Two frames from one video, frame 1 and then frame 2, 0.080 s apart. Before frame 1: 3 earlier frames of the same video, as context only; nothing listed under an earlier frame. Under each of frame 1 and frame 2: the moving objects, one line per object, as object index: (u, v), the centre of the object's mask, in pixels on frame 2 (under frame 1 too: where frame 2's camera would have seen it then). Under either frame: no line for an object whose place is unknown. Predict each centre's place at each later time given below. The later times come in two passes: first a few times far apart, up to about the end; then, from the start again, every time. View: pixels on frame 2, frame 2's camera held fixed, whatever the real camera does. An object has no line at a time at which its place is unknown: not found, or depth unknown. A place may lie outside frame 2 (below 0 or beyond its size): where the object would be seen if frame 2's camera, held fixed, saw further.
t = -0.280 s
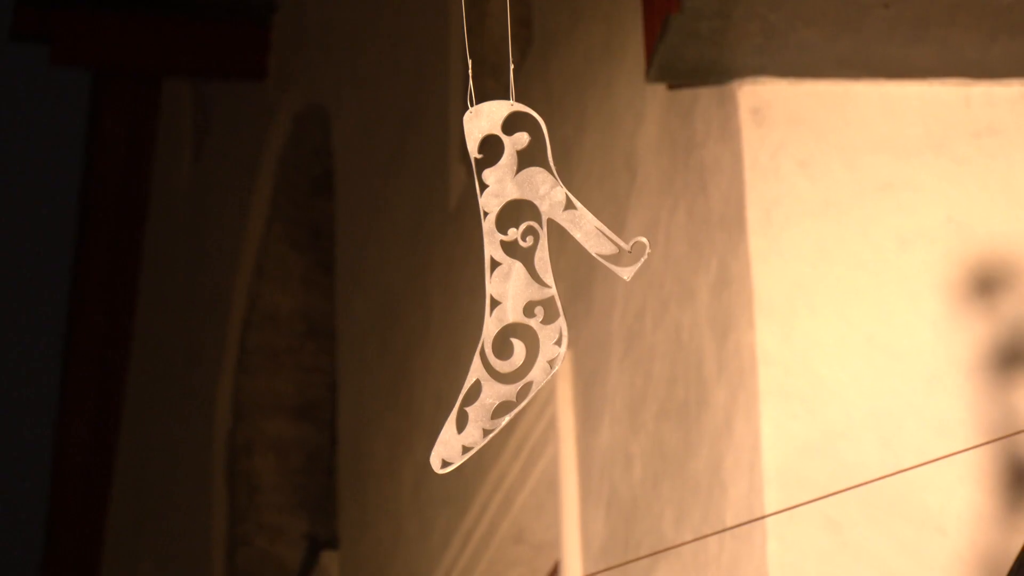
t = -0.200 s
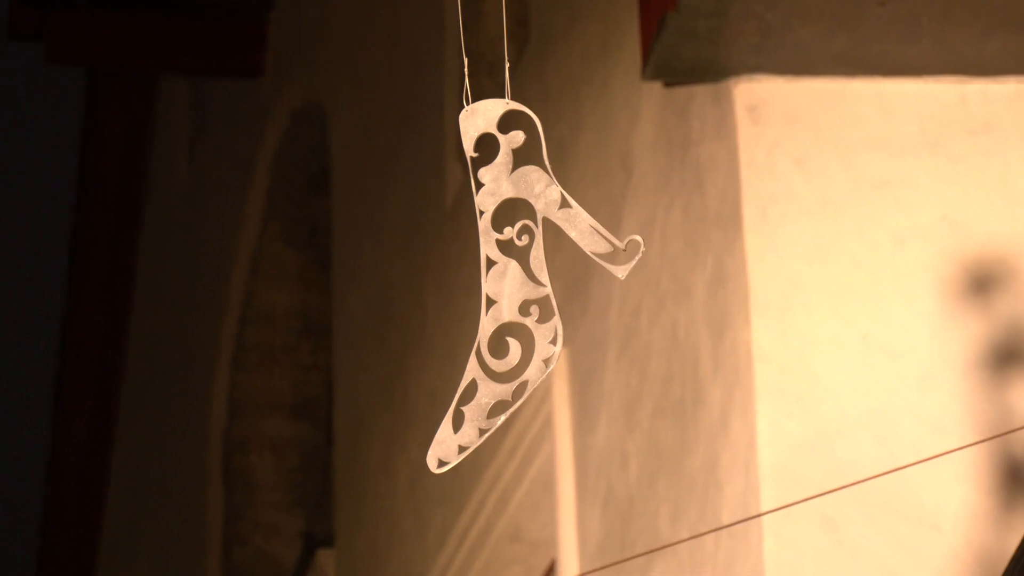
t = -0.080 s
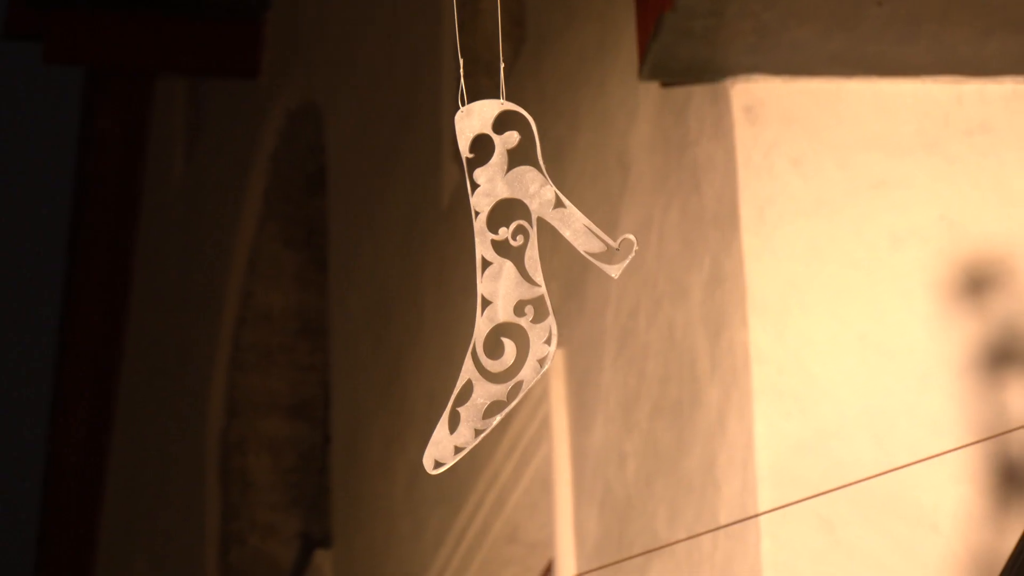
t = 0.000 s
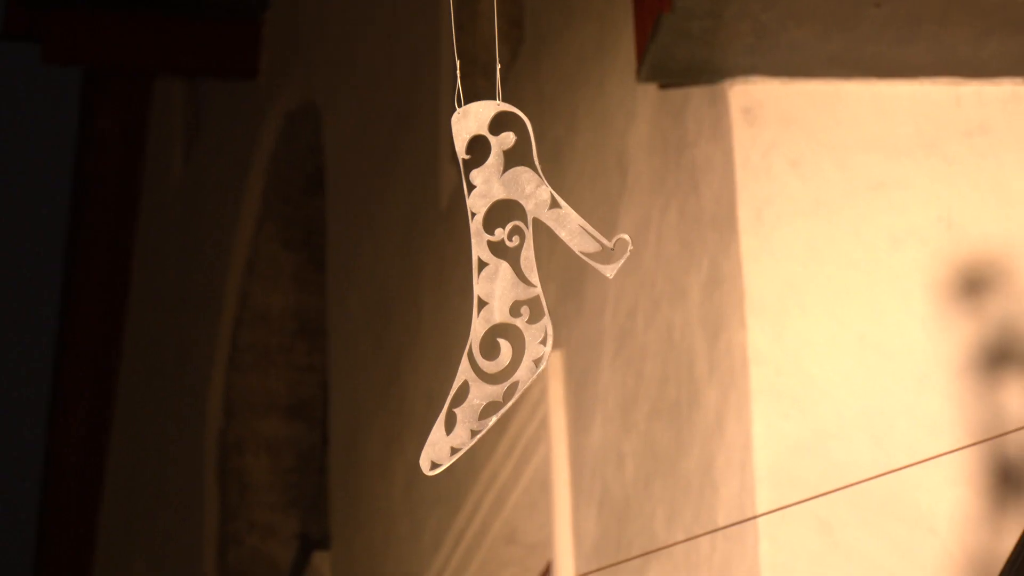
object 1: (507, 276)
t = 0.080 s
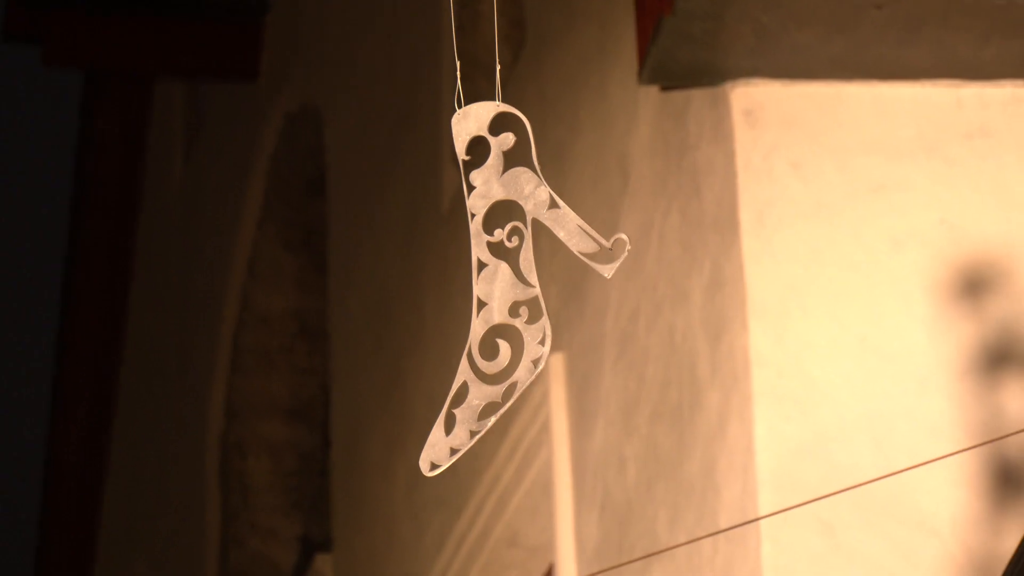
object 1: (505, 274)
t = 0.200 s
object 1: (500, 270)
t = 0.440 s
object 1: (490, 259)
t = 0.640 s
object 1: (483, 249)
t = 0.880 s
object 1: (479, 241)
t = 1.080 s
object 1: (482, 241)
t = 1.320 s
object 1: (489, 248)
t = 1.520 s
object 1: (497, 258)
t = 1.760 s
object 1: (505, 269)
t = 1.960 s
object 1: (509, 275)
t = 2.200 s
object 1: (510, 275)
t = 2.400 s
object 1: (507, 270)
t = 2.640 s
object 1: (499, 259)
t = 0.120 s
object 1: (503, 272)
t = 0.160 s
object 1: (502, 271)
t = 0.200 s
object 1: (500, 270)
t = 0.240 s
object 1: (498, 268)
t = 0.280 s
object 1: (496, 266)
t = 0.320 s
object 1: (495, 265)
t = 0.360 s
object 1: (493, 263)
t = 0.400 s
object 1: (491, 261)
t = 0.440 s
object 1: (490, 259)
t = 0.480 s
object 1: (488, 257)
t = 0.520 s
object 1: (487, 255)
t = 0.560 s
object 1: (485, 253)
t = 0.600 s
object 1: (484, 251)
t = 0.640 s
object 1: (483, 249)
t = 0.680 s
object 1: (482, 247)
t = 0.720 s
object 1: (481, 245)
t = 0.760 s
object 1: (480, 244)
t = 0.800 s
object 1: (480, 243)
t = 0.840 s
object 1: (480, 242)
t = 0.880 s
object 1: (479, 241)
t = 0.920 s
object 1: (480, 240)
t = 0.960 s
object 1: (480, 240)
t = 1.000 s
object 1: (480, 240)
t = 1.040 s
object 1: (481, 240)
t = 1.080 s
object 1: (482, 241)
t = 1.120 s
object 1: (483, 241)
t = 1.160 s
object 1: (483, 243)
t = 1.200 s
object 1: (485, 244)
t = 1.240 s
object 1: (486, 245)
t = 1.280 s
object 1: (488, 247)
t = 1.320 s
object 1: (489, 248)
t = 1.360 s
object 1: (490, 250)
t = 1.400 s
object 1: (492, 252)
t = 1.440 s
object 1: (493, 254)
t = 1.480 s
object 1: (495, 256)
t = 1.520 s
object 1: (497, 258)
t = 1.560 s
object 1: (498, 260)
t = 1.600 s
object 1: (499, 262)
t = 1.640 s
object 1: (501, 264)
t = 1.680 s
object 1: (502, 266)
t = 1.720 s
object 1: (504, 267)
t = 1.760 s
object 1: (505, 269)
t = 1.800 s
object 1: (506, 271)
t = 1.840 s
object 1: (507, 272)
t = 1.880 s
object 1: (508, 273)
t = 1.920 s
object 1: (509, 274)
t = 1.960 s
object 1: (509, 275)
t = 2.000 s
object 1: (510, 275)
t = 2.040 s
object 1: (510, 276)
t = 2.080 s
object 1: (510, 276)
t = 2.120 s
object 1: (511, 275)
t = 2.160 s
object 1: (511, 275)
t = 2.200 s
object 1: (510, 275)
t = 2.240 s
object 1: (510, 274)
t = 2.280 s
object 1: (510, 273)
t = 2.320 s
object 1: (509, 272)
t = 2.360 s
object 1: (508, 271)
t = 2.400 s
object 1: (507, 270)
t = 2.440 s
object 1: (506, 268)
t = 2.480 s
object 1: (505, 266)
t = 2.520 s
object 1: (503, 265)
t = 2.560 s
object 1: (502, 263)
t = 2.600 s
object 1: (501, 261)
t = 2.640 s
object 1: (499, 259)
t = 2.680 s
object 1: (497, 257)
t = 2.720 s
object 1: (495, 256)
